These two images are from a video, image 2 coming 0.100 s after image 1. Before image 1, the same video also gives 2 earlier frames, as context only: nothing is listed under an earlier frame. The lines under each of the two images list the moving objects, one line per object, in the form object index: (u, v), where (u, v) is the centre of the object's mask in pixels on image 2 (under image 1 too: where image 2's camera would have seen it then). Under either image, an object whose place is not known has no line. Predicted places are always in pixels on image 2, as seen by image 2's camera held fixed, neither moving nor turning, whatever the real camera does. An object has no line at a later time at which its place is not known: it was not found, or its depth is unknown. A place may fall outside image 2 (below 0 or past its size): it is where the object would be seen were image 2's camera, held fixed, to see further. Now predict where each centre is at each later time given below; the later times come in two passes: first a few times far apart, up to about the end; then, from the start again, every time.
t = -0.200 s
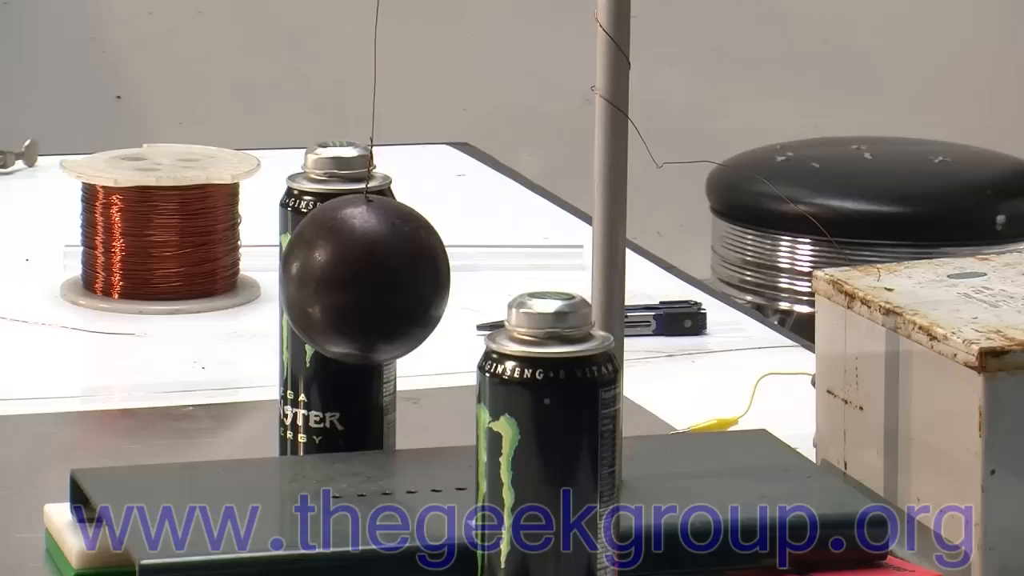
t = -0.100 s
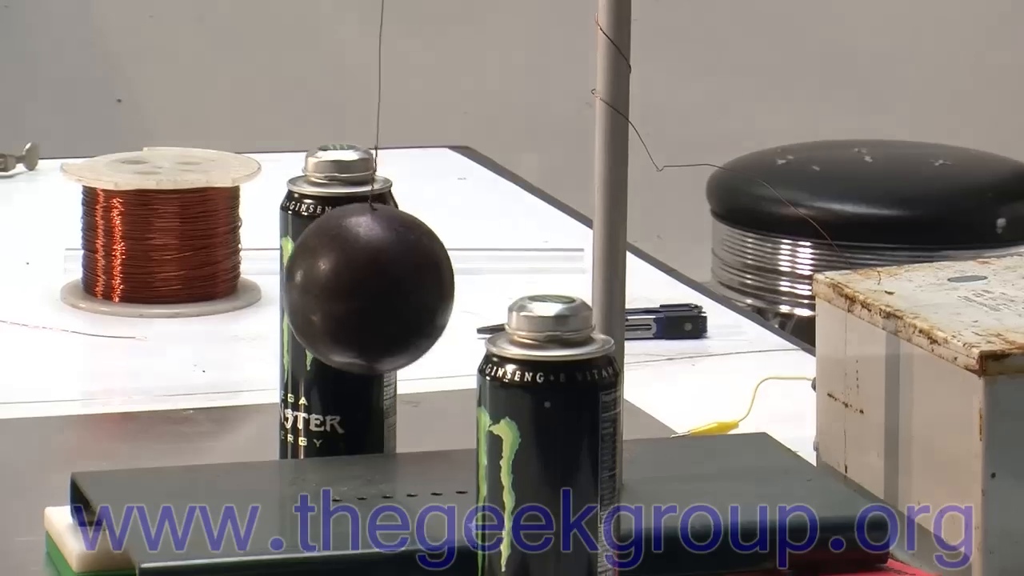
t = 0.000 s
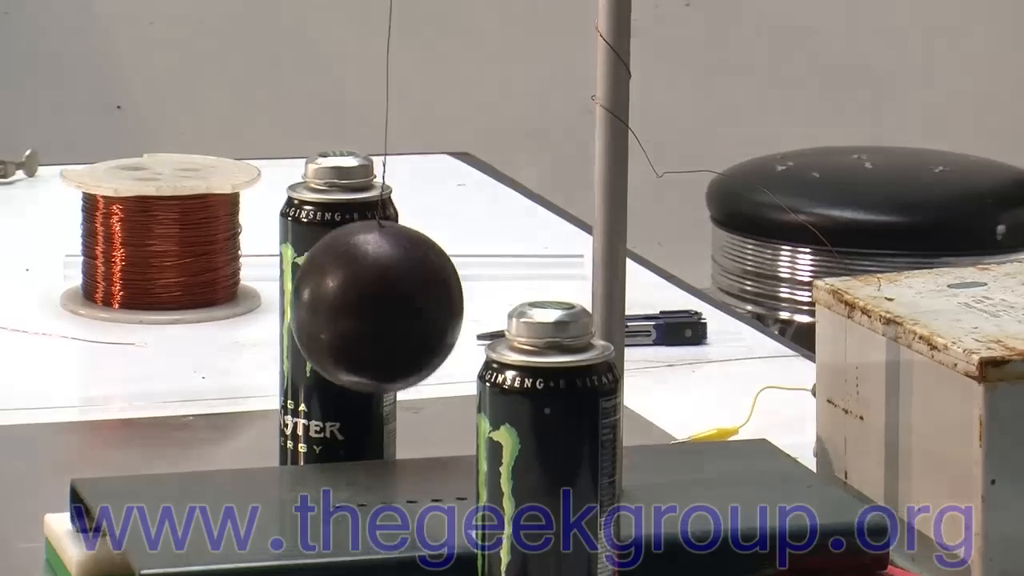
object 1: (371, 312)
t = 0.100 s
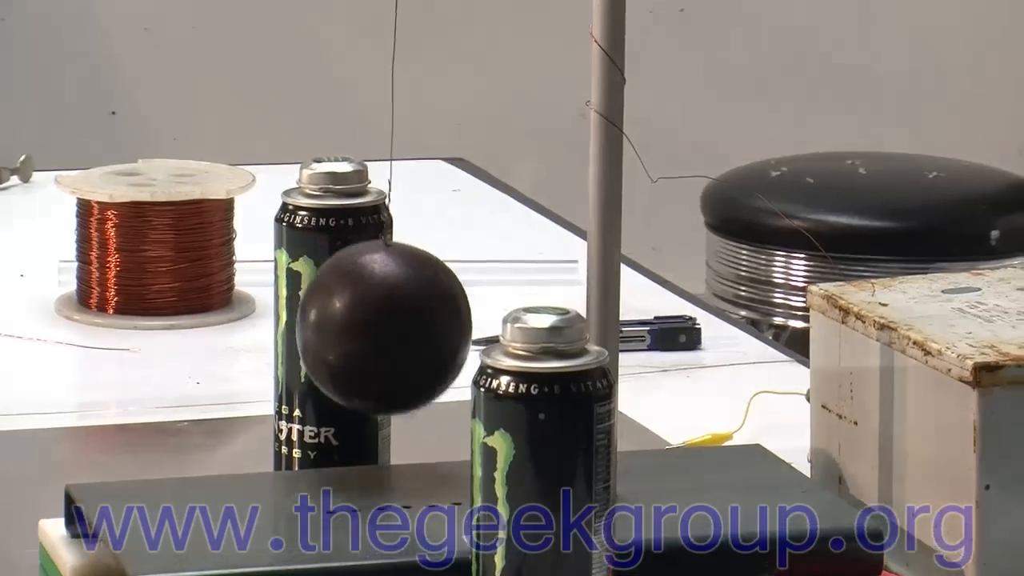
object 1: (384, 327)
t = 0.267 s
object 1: (408, 355)
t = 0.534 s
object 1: (434, 385)
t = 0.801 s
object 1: (447, 394)
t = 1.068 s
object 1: (443, 388)
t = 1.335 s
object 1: (423, 363)
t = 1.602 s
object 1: (389, 322)
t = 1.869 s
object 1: (362, 295)
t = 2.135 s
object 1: (369, 310)
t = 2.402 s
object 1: (404, 352)
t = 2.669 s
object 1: (431, 383)
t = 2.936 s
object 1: (446, 394)
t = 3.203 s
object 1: (444, 388)
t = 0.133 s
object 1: (389, 333)
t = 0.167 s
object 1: (394, 339)
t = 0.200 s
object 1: (399, 345)
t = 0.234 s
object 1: (403, 350)
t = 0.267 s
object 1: (408, 355)
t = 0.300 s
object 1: (411, 360)
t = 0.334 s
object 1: (415, 364)
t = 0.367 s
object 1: (419, 369)
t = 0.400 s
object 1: (422, 373)
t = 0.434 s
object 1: (425, 376)
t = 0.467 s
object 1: (428, 379)
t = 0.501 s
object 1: (431, 383)
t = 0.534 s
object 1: (434, 385)
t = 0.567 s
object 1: (437, 387)
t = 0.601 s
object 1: (439, 389)
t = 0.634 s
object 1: (441, 390)
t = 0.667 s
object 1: (443, 391)
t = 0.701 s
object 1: (444, 393)
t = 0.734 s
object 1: (445, 393)
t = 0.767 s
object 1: (446, 393)
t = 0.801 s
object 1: (447, 394)
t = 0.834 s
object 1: (448, 394)
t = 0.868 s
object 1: (448, 394)
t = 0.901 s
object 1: (448, 393)
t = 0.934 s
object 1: (447, 393)
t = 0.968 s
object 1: (446, 392)
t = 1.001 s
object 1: (445, 391)
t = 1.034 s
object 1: (444, 389)
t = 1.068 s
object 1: (443, 388)
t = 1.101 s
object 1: (442, 386)
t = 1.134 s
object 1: (440, 384)
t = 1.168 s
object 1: (438, 381)
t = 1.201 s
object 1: (435, 378)
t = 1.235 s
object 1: (432, 375)
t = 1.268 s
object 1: (429, 371)
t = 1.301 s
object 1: (426, 367)
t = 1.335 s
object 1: (423, 363)
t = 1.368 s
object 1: (420, 358)
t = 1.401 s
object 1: (416, 354)
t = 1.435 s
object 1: (413, 349)
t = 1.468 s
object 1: (409, 344)
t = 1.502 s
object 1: (404, 338)
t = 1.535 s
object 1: (399, 333)
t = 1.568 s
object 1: (394, 328)
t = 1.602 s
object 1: (389, 322)
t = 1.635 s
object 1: (384, 317)
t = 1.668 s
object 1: (379, 312)
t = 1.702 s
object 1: (375, 308)
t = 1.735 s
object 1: (372, 305)
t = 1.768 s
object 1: (368, 301)
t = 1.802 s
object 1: (366, 298)
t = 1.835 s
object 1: (364, 296)
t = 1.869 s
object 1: (362, 295)
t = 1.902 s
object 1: (361, 295)
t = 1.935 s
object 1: (360, 295)
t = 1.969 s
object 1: (360, 295)
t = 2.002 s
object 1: (361, 297)
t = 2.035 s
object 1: (362, 299)
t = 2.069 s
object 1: (364, 302)
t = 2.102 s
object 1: (366, 306)
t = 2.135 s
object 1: (369, 310)
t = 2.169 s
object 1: (372, 314)
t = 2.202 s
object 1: (376, 319)
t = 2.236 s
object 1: (380, 324)
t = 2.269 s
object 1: (385, 330)
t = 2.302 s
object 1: (390, 335)
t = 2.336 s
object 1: (395, 341)
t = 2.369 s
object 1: (399, 347)
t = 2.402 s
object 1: (404, 352)
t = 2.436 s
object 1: (408, 357)
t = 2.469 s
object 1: (412, 362)
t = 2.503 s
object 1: (416, 366)
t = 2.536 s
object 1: (419, 370)
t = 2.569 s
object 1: (422, 374)
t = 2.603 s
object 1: (426, 378)
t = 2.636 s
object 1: (428, 381)
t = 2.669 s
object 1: (431, 383)
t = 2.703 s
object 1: (434, 386)
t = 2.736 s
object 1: (437, 388)
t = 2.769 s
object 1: (440, 389)
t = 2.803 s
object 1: (441, 391)
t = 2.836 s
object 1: (443, 392)
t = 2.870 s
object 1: (444, 393)
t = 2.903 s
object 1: (445, 394)
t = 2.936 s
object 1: (446, 394)
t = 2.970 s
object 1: (447, 394)
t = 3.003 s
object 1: (448, 394)
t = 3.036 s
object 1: (448, 394)
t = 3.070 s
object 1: (448, 393)
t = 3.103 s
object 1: (447, 392)
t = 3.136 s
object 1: (446, 391)
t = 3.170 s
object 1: (446, 390)
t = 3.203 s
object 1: (444, 388)
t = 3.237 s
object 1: (443, 386)
